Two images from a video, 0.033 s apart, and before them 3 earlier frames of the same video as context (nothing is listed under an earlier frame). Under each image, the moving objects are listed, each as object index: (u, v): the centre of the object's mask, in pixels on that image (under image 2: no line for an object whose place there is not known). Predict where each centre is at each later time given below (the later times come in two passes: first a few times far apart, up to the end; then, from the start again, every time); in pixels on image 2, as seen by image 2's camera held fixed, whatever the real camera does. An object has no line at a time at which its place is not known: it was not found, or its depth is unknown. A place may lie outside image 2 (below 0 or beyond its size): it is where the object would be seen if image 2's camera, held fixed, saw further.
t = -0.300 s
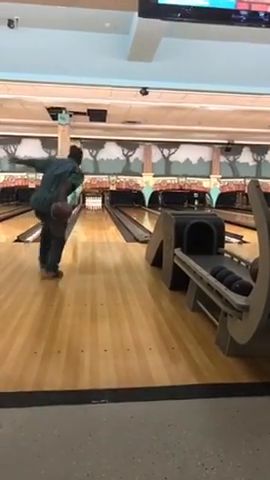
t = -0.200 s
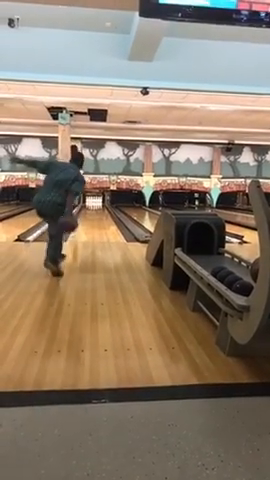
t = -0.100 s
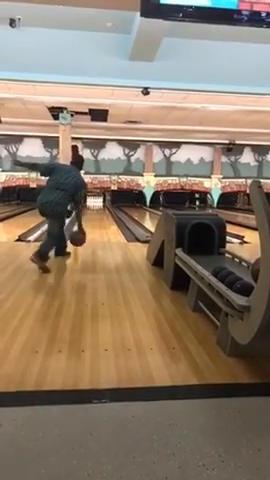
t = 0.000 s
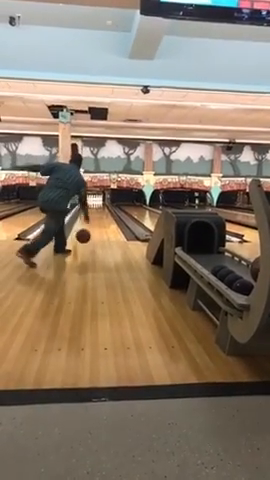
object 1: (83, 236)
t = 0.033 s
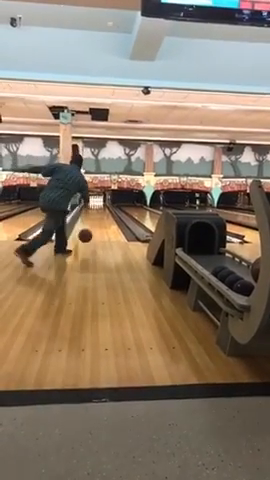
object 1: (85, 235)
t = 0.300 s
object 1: (92, 230)
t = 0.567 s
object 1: (96, 222)
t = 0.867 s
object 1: (99, 217)
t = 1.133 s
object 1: (99, 213)
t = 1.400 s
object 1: (98, 210)
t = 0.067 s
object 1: (86, 235)
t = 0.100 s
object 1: (87, 235)
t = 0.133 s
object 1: (88, 236)
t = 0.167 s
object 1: (89, 234)
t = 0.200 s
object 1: (90, 232)
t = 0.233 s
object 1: (90, 231)
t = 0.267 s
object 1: (91, 231)
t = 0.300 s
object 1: (92, 230)
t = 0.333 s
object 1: (93, 229)
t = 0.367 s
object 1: (93, 228)
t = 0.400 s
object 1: (94, 227)
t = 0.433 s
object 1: (94, 225)
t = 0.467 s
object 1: (95, 224)
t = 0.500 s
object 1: (96, 224)
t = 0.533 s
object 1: (96, 222)
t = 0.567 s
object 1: (96, 222)
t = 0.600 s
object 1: (96, 222)
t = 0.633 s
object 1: (97, 219)
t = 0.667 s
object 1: (98, 219)
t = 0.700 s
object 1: (98, 219)
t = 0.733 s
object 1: (98, 218)
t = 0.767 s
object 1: (98, 218)
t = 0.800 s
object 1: (99, 218)
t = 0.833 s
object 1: (99, 217)
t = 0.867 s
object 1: (99, 217)
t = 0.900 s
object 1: (99, 216)
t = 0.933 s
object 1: (99, 216)
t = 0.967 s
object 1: (99, 215)
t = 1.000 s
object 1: (99, 215)
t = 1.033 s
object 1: (98, 214)
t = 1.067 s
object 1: (99, 214)
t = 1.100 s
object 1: (99, 213)
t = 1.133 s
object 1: (99, 213)
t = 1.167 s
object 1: (99, 212)
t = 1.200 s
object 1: (99, 212)
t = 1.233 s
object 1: (99, 212)
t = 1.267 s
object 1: (99, 212)
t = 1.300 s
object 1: (99, 211)
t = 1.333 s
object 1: (99, 211)
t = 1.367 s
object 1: (99, 211)
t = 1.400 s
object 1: (98, 210)
